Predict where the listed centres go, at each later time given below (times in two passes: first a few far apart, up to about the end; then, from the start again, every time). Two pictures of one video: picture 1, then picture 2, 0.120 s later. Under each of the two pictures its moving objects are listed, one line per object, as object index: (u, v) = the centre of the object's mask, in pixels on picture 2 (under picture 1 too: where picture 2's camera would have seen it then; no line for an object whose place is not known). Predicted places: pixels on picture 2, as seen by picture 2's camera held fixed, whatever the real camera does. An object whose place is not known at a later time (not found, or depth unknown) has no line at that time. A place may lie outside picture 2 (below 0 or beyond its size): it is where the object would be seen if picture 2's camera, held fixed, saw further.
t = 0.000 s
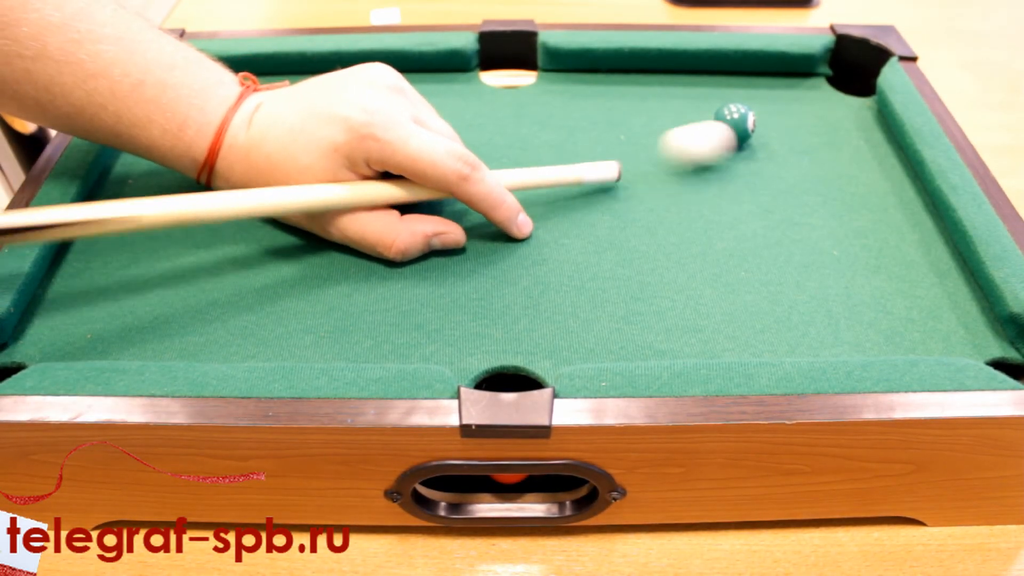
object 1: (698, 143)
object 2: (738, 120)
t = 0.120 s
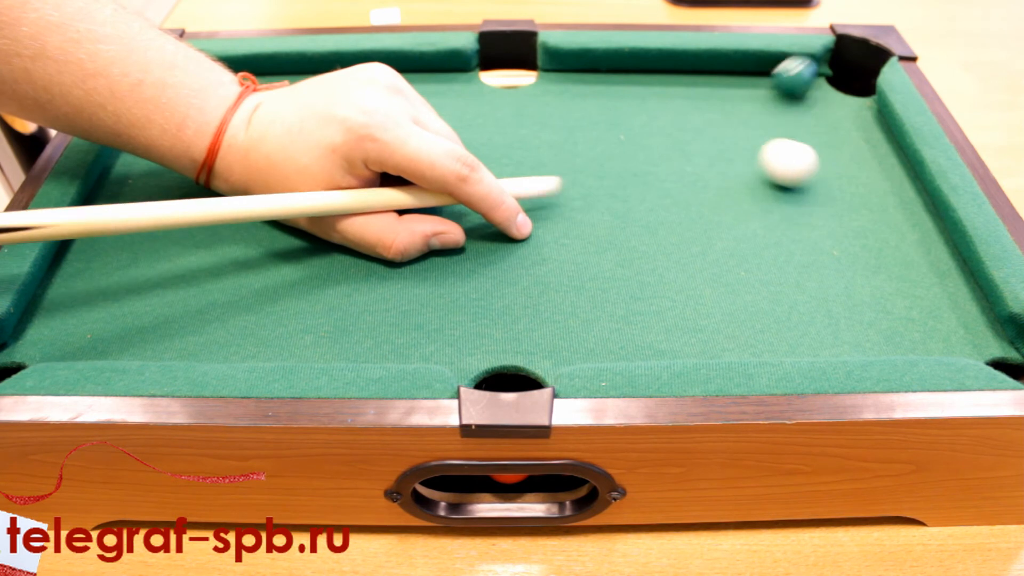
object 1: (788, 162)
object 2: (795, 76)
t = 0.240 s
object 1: (869, 182)
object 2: (850, 82)
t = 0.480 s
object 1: (892, 213)
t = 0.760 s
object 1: (879, 234)
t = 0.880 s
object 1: (879, 236)
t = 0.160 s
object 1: (815, 169)
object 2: (812, 74)
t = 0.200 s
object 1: (842, 176)
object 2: (831, 79)
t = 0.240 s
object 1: (869, 182)
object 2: (850, 82)
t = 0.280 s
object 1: (895, 189)
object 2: (855, 84)
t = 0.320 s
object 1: (913, 196)
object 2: (850, 82)
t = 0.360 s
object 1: (907, 200)
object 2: (846, 80)
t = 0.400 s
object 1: (902, 205)
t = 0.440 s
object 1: (897, 209)
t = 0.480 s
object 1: (892, 213)
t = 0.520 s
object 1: (889, 217)
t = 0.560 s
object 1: (885, 221)
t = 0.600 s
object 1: (883, 224)
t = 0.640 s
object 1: (881, 227)
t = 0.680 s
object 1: (880, 230)
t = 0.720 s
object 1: (879, 232)
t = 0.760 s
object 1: (879, 234)
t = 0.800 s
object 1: (879, 235)
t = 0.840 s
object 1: (879, 236)
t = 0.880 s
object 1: (879, 236)
